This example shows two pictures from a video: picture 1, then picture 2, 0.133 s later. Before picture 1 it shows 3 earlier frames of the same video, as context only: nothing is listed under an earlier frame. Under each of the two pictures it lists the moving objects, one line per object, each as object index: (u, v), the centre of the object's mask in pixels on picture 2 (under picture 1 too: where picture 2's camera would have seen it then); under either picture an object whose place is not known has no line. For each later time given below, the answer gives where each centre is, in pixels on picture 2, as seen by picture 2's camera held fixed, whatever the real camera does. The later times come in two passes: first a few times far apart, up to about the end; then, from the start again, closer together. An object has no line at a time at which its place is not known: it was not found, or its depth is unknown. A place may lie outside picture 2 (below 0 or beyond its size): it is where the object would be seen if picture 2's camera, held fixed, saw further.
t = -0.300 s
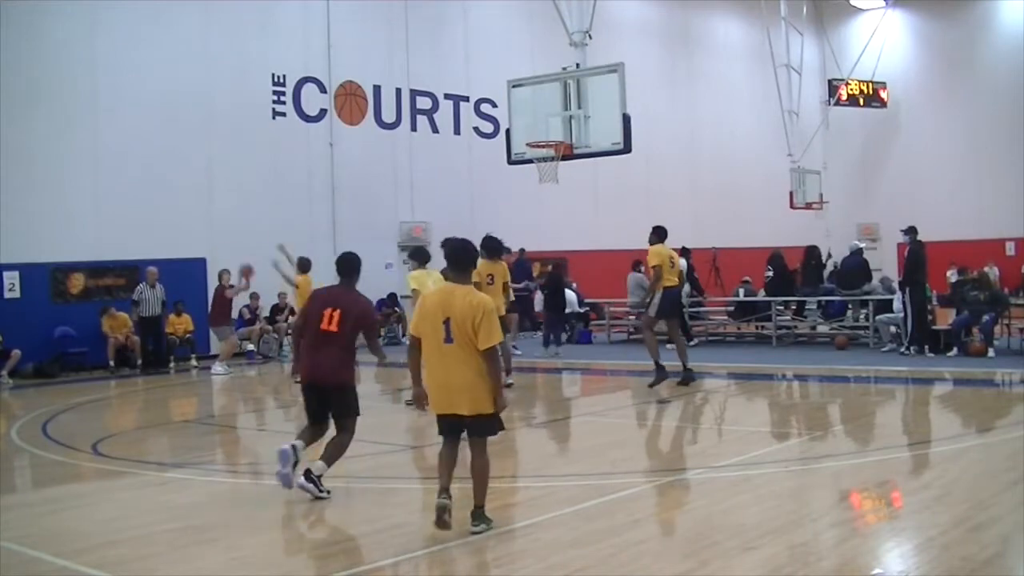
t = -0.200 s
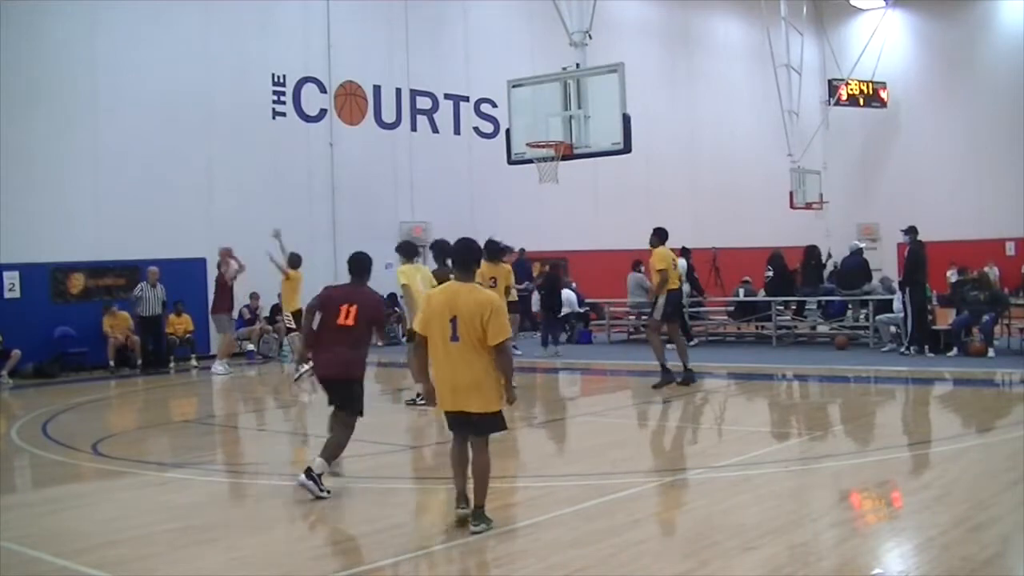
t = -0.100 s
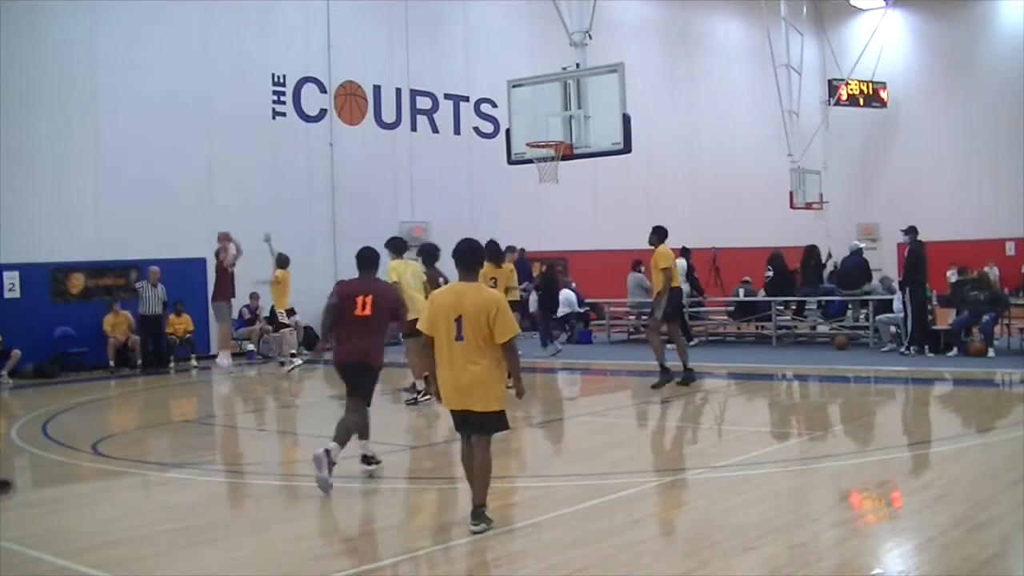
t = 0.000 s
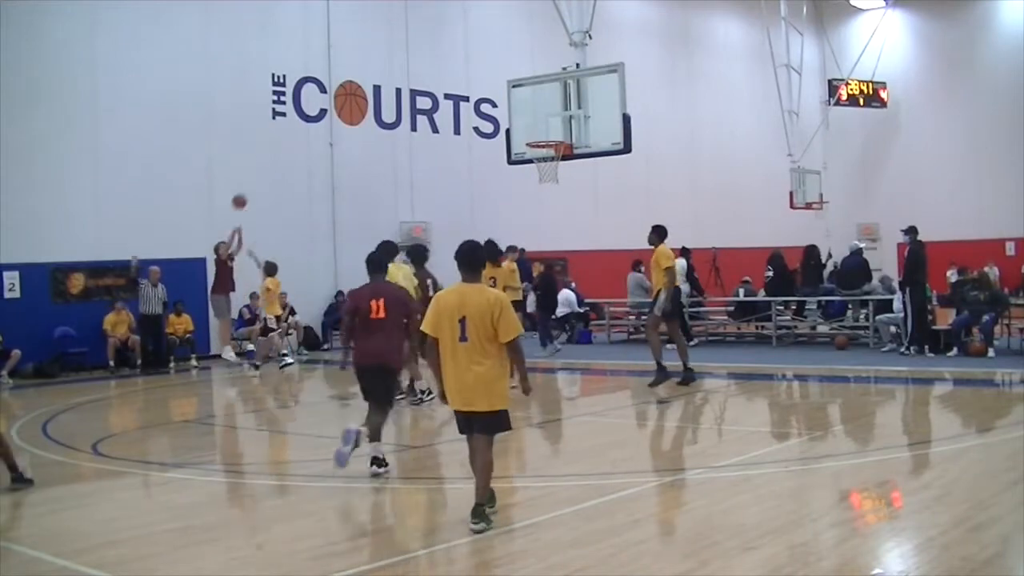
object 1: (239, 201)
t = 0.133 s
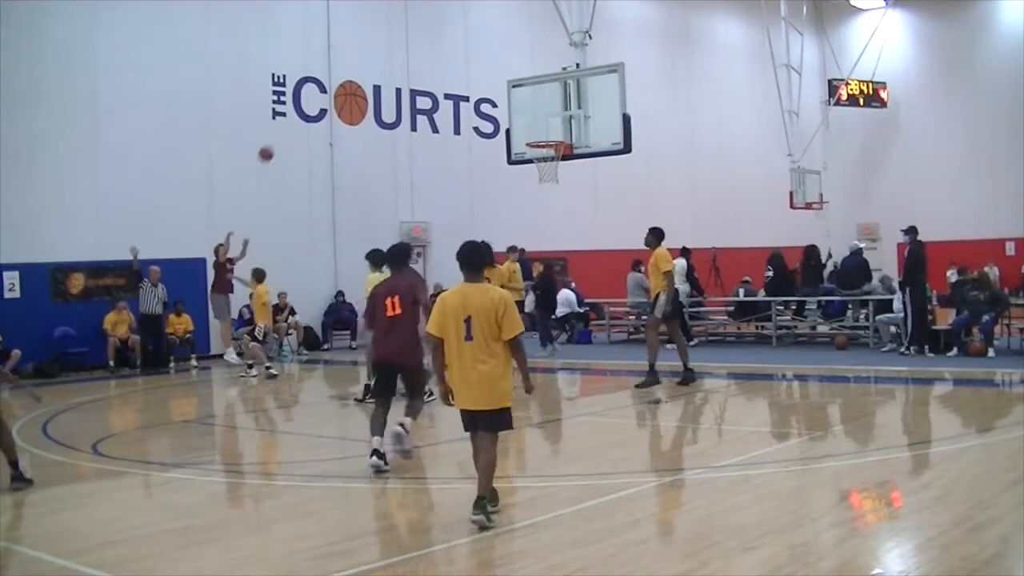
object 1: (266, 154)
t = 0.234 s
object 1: (287, 124)
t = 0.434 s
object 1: (332, 81)
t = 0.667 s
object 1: (390, 60)
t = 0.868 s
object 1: (446, 73)
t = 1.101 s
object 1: (518, 127)
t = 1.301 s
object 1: (544, 92)
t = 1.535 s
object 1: (571, 63)
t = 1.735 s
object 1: (597, 73)
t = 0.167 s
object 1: (273, 143)
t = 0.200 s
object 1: (279, 133)
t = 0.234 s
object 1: (287, 124)
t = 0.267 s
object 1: (294, 115)
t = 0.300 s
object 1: (301, 108)
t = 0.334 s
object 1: (309, 99)
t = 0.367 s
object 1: (316, 93)
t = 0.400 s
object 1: (325, 86)
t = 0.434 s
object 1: (332, 81)
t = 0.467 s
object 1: (340, 75)
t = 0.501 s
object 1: (348, 71)
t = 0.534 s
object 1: (356, 68)
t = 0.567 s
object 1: (365, 65)
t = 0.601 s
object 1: (373, 63)
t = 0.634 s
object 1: (382, 61)
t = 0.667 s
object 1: (390, 60)
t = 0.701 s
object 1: (399, 61)
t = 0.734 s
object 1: (408, 61)
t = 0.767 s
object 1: (418, 63)
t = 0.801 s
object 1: (427, 65)
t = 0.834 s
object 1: (436, 68)
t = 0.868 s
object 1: (446, 73)
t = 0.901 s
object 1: (456, 78)
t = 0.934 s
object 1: (466, 84)
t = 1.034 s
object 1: (496, 106)
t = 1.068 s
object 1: (507, 117)
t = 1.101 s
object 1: (518, 127)
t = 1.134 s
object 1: (527, 136)
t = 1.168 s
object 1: (530, 127)
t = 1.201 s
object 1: (534, 117)
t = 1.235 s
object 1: (537, 108)
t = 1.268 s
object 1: (541, 99)
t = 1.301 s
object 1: (544, 92)
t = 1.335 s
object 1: (548, 85)
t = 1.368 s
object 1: (552, 79)
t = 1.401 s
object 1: (555, 74)
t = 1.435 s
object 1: (559, 70)
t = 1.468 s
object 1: (563, 67)
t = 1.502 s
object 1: (567, 64)
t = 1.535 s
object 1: (571, 63)
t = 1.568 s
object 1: (575, 62)
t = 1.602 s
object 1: (579, 62)
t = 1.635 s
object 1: (583, 63)
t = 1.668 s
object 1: (587, 65)
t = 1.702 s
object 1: (592, 68)
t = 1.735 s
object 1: (597, 73)
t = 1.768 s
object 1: (601, 78)
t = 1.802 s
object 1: (606, 84)
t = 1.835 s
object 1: (610, 91)
